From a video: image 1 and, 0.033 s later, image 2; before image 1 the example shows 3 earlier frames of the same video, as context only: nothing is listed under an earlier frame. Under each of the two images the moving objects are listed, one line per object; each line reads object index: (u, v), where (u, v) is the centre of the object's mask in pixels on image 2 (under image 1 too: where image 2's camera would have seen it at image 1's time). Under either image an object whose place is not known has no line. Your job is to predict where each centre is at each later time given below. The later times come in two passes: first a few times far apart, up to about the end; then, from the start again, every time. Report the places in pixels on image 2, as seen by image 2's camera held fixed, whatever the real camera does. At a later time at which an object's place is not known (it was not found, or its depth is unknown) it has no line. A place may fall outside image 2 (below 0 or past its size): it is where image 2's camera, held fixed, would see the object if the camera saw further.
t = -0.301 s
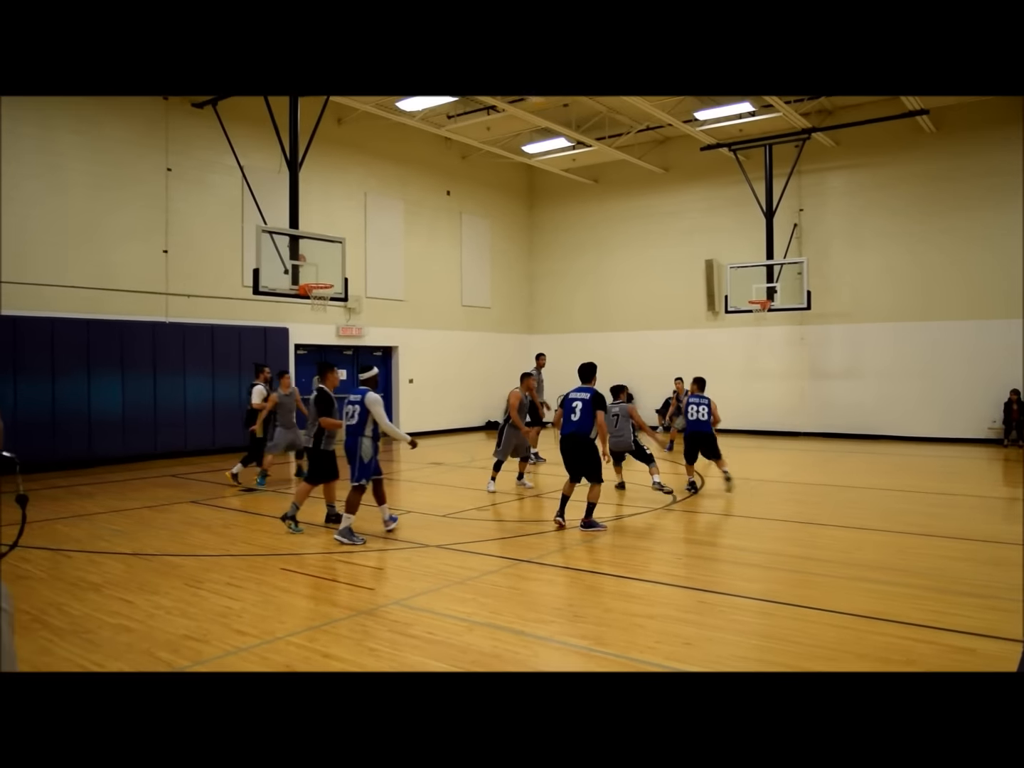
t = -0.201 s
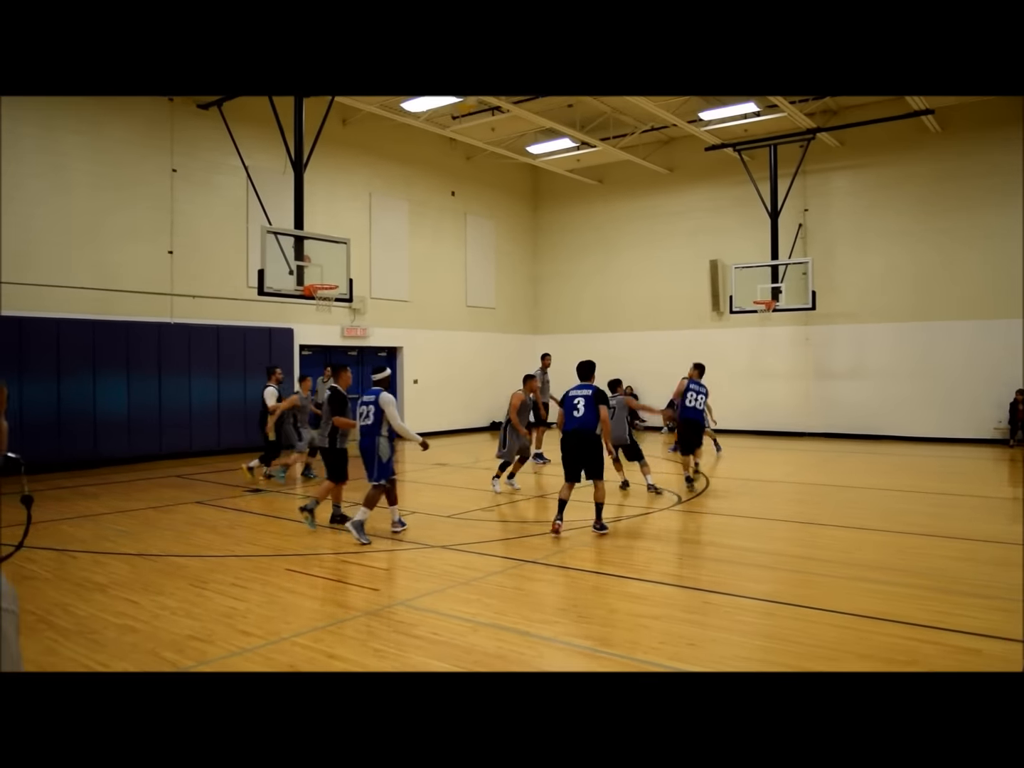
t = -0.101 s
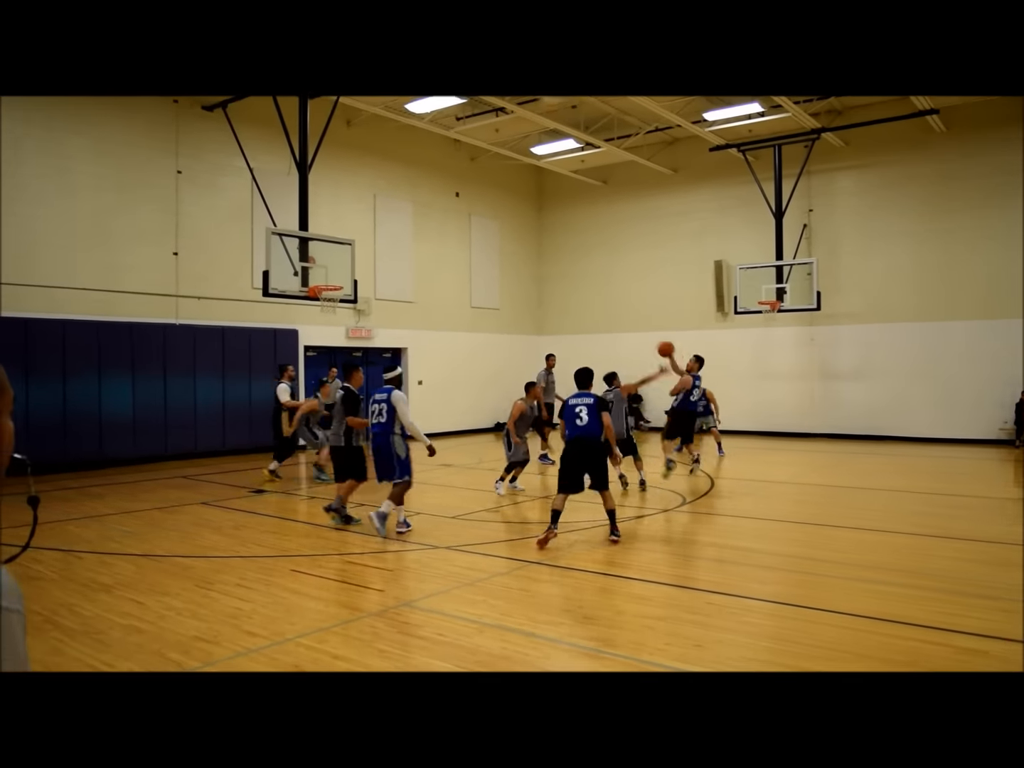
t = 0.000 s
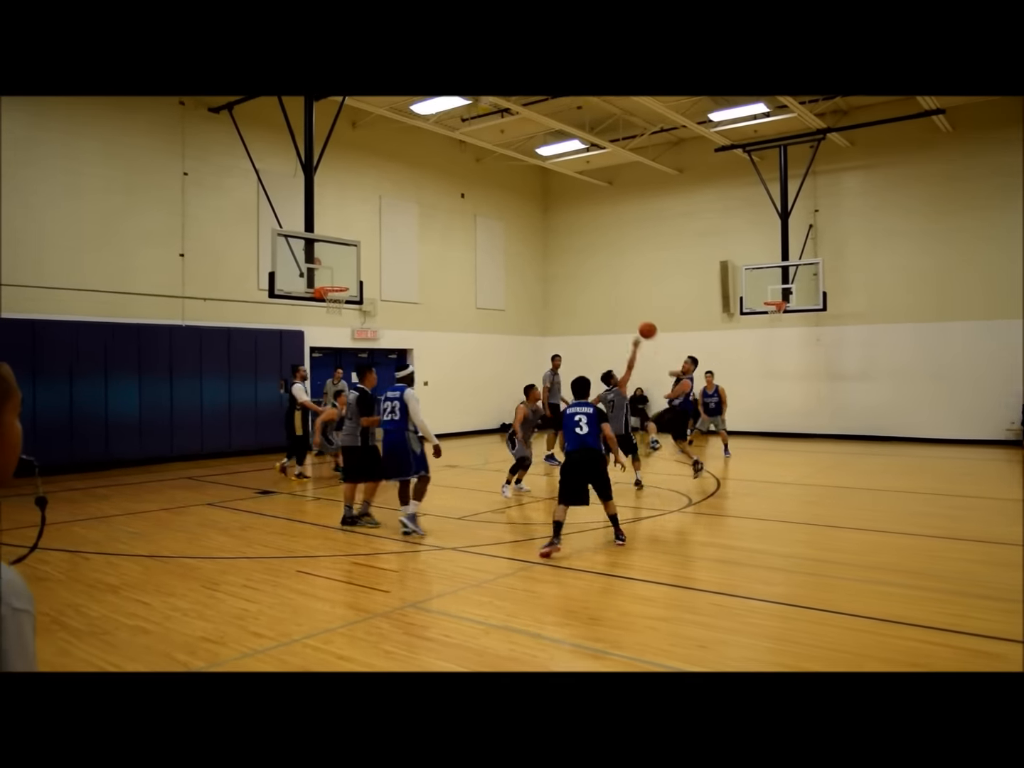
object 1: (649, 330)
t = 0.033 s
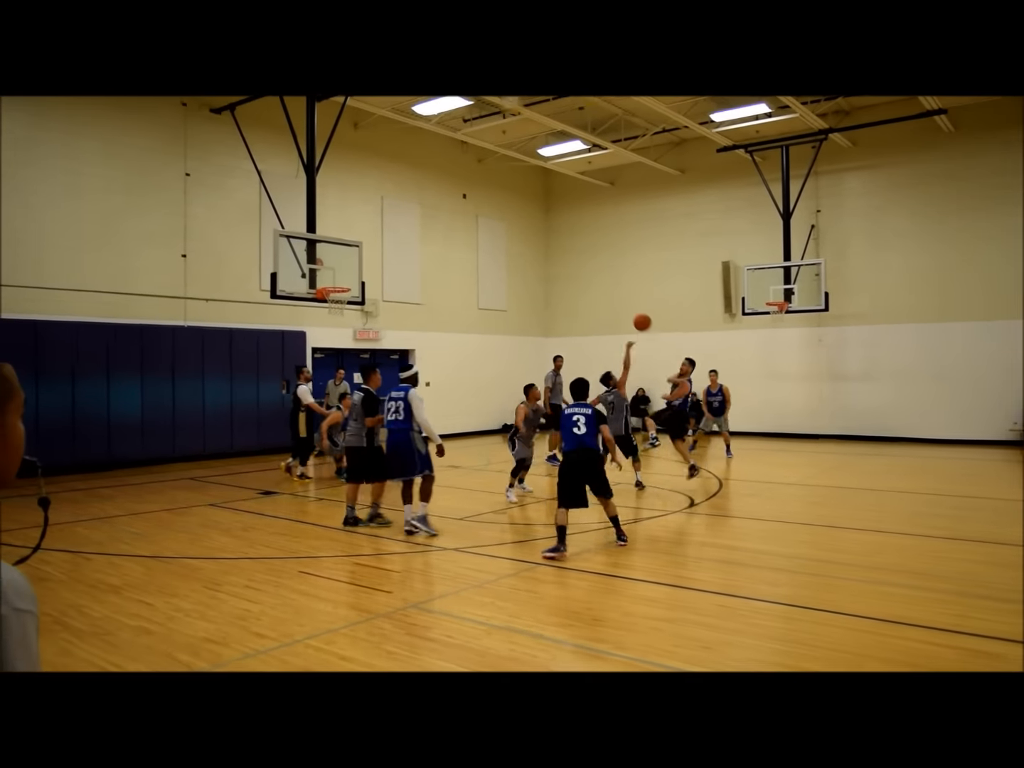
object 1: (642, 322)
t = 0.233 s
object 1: (596, 287)
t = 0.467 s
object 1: (538, 284)
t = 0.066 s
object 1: (634, 314)
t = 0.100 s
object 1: (627, 307)
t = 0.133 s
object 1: (619, 301)
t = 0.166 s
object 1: (611, 296)
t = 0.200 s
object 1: (604, 291)
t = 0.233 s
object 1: (596, 287)
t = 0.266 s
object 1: (588, 284)
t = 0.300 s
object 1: (580, 282)
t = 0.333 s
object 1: (572, 281)
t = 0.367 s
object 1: (564, 280)
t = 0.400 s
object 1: (555, 281)
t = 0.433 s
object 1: (546, 282)
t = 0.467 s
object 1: (538, 284)
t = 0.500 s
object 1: (529, 287)
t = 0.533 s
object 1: (519, 291)
